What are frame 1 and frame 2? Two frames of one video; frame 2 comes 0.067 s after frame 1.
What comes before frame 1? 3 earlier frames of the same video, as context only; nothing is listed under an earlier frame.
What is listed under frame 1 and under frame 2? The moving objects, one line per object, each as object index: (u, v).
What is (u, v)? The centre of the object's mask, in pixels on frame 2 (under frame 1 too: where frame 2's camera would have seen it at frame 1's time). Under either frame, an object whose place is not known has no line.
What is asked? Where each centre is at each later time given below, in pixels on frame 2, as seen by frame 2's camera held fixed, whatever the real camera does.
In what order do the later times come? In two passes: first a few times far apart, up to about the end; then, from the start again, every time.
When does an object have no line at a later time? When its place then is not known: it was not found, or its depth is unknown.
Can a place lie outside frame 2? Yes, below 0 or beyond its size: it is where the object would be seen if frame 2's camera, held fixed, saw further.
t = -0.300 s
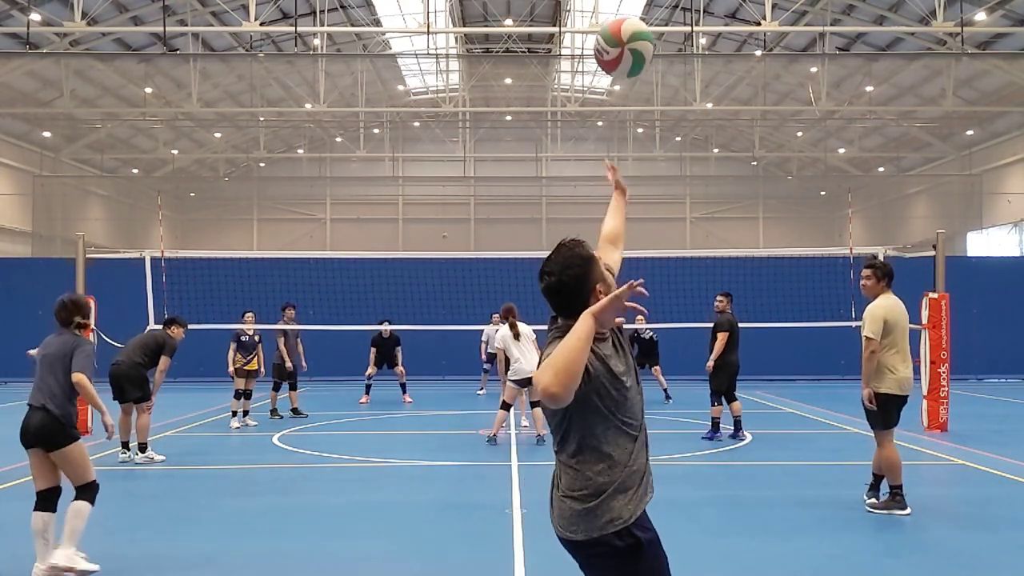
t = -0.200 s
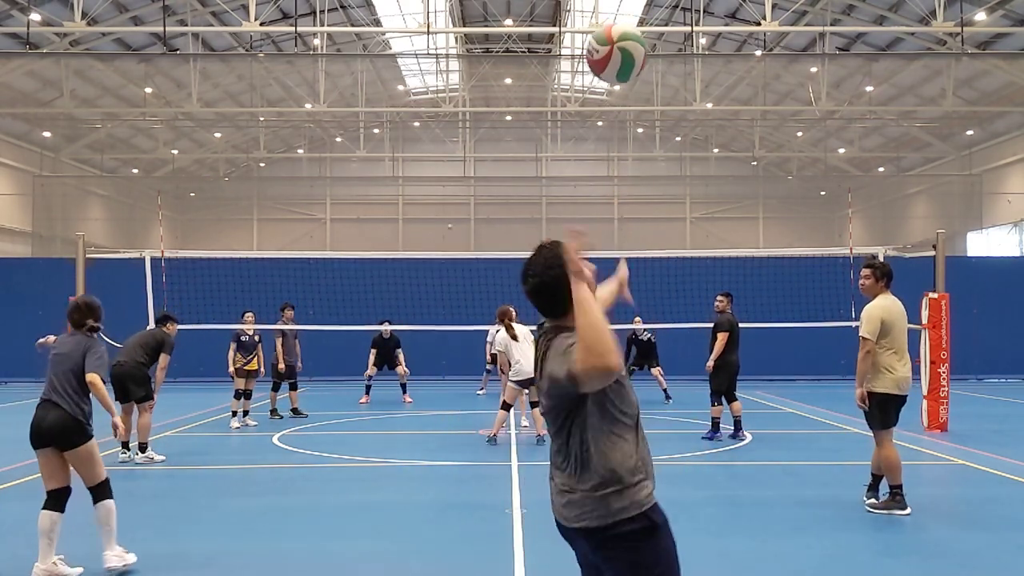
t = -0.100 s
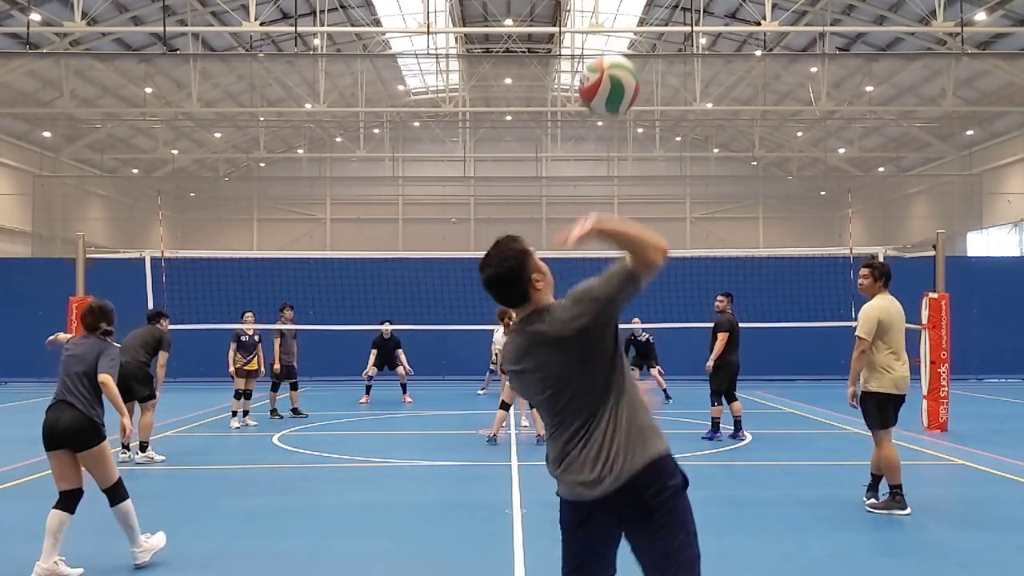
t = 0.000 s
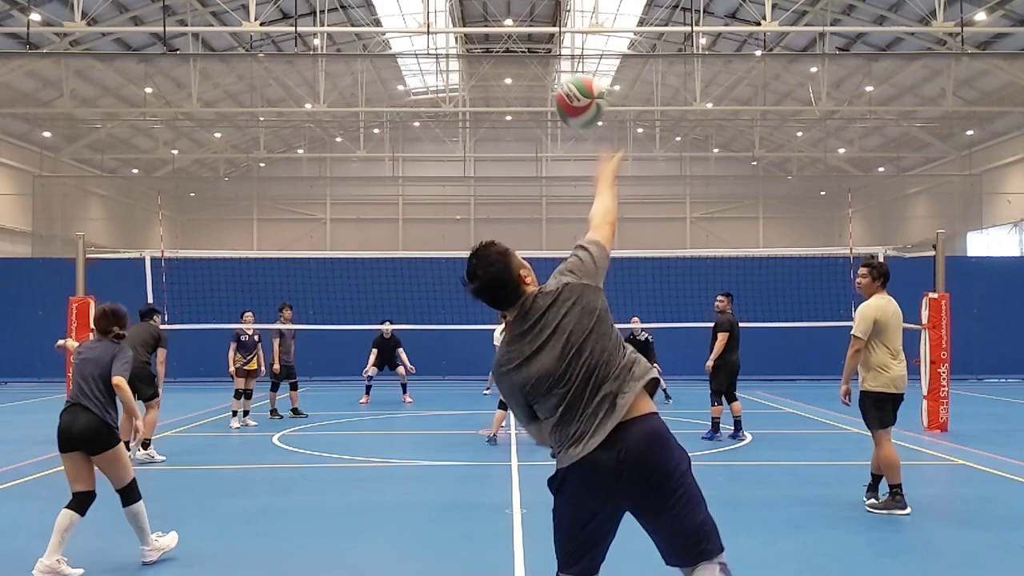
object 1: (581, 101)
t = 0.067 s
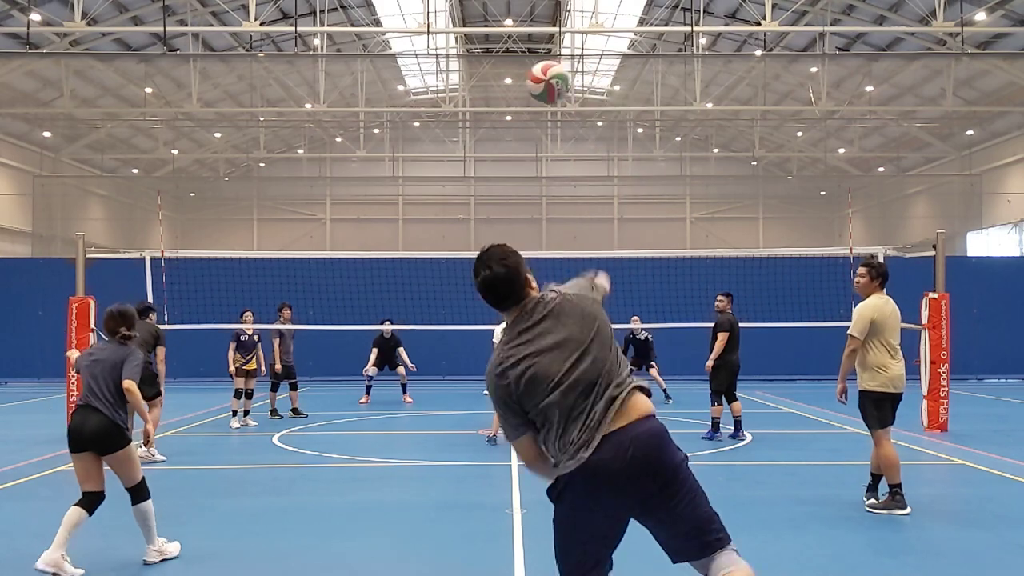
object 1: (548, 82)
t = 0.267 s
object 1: (494, 82)
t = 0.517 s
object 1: (458, 131)
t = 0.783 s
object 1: (435, 203)
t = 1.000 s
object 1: (423, 267)
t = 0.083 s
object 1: (541, 80)
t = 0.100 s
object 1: (536, 78)
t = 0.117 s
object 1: (531, 76)
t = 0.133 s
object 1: (526, 76)
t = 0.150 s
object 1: (521, 76)
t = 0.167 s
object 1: (517, 75)
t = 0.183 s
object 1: (512, 76)
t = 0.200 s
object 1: (508, 76)
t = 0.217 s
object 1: (504, 77)
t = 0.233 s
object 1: (501, 79)
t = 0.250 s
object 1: (497, 80)
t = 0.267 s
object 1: (494, 82)
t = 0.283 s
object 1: (491, 84)
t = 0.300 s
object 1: (488, 87)
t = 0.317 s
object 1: (486, 89)
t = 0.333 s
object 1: (483, 91)
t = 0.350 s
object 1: (480, 95)
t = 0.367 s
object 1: (477, 98)
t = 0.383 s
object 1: (475, 101)
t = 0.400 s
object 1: (473, 104)
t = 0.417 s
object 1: (470, 108)
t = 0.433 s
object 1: (468, 112)
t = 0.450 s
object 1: (466, 116)
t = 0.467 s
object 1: (464, 119)
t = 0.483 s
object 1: (462, 123)
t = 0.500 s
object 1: (460, 127)
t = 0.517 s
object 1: (458, 131)
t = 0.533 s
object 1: (456, 135)
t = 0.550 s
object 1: (454, 139)
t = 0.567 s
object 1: (453, 144)
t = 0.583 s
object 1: (451, 148)
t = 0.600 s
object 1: (450, 152)
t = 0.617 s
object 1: (448, 157)
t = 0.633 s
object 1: (447, 162)
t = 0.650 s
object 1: (445, 166)
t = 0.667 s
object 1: (444, 170)
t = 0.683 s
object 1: (443, 175)
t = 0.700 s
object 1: (441, 180)
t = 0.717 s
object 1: (439, 184)
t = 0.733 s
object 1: (439, 189)
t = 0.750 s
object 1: (438, 194)
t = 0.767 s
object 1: (436, 198)
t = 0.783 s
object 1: (435, 203)
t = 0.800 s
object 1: (434, 208)
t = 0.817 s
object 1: (433, 212)
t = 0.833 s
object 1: (432, 217)
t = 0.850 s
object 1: (431, 222)
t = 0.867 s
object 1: (430, 227)
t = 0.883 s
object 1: (429, 232)
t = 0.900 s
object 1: (428, 236)
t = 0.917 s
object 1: (427, 242)
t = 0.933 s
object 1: (427, 246)
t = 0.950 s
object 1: (426, 248)
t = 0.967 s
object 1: (424, 256)
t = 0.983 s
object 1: (423, 263)
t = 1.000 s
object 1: (423, 267)
